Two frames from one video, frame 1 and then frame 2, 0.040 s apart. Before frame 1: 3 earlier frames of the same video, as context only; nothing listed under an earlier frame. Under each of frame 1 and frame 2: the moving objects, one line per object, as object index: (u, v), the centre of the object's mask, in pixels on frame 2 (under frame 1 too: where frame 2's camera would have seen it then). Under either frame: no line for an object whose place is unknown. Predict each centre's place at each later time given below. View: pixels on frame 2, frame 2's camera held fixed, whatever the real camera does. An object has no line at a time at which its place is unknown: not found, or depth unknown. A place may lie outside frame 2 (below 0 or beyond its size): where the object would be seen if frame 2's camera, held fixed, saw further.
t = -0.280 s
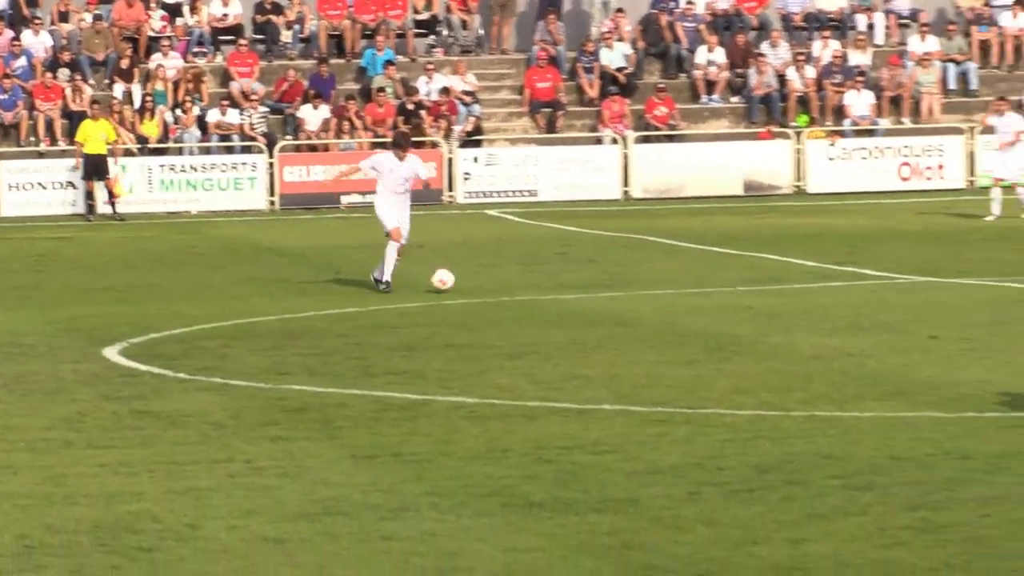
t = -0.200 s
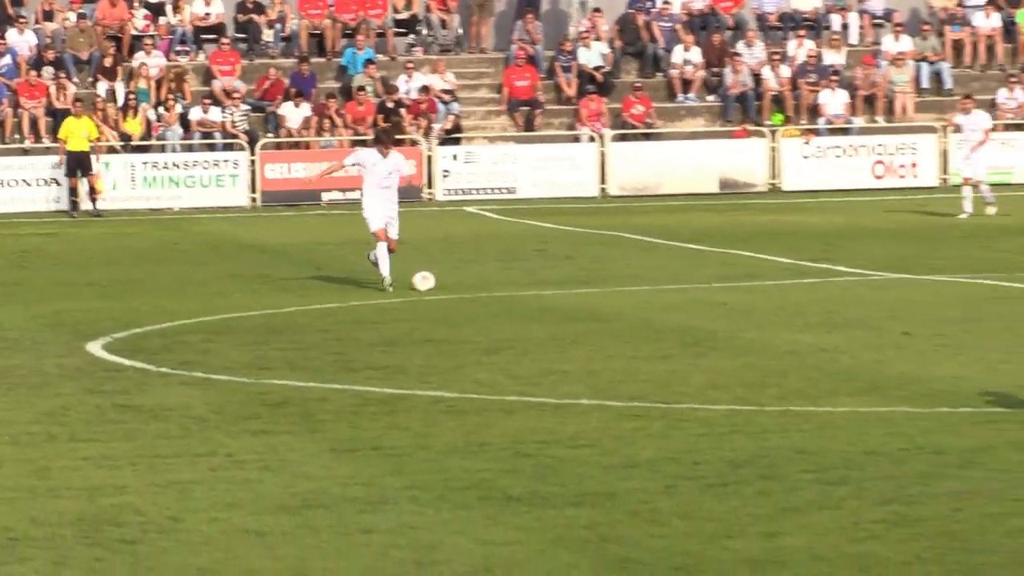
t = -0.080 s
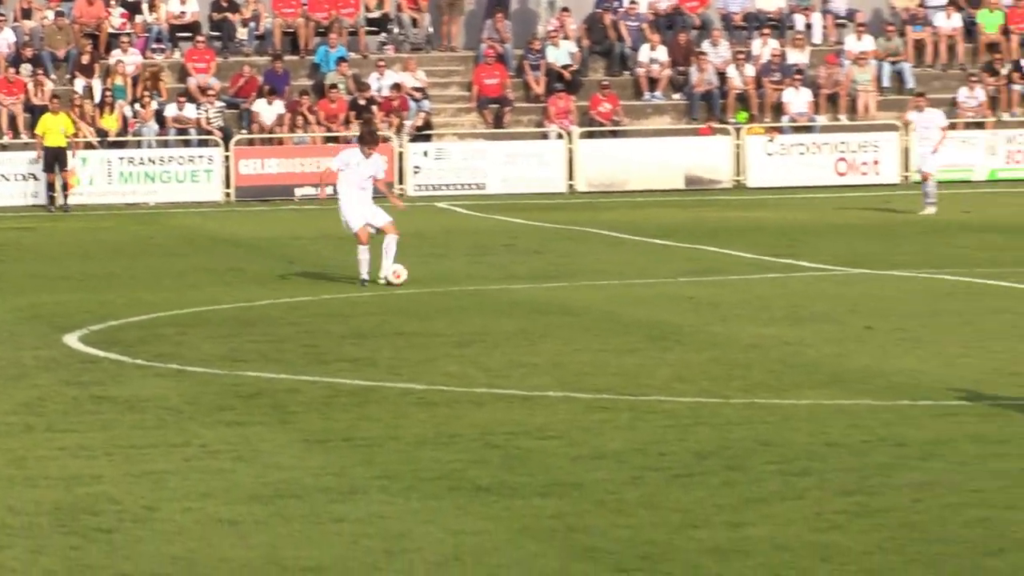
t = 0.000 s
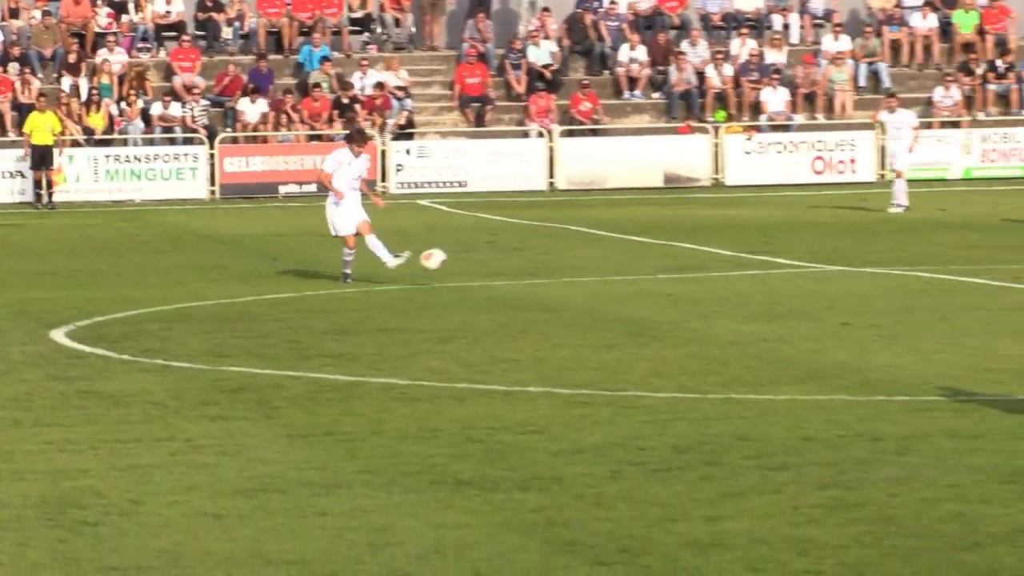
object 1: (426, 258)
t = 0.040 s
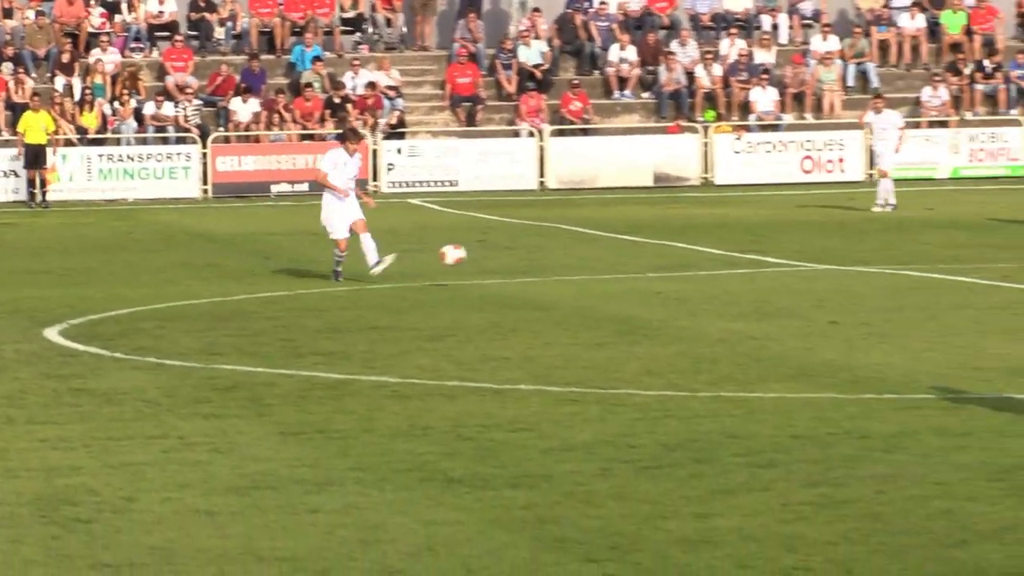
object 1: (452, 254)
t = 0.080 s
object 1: (477, 254)
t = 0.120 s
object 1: (503, 254)
